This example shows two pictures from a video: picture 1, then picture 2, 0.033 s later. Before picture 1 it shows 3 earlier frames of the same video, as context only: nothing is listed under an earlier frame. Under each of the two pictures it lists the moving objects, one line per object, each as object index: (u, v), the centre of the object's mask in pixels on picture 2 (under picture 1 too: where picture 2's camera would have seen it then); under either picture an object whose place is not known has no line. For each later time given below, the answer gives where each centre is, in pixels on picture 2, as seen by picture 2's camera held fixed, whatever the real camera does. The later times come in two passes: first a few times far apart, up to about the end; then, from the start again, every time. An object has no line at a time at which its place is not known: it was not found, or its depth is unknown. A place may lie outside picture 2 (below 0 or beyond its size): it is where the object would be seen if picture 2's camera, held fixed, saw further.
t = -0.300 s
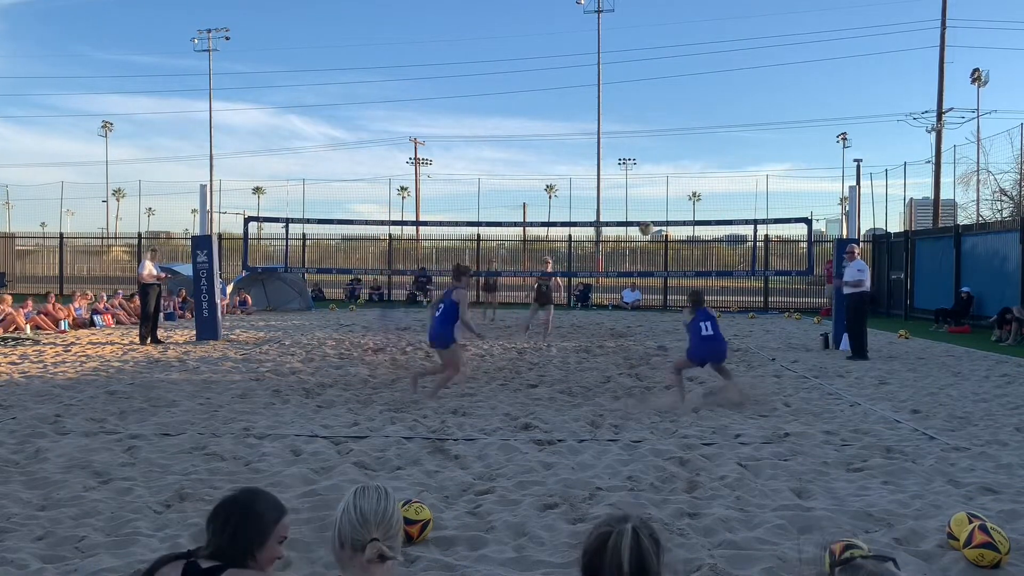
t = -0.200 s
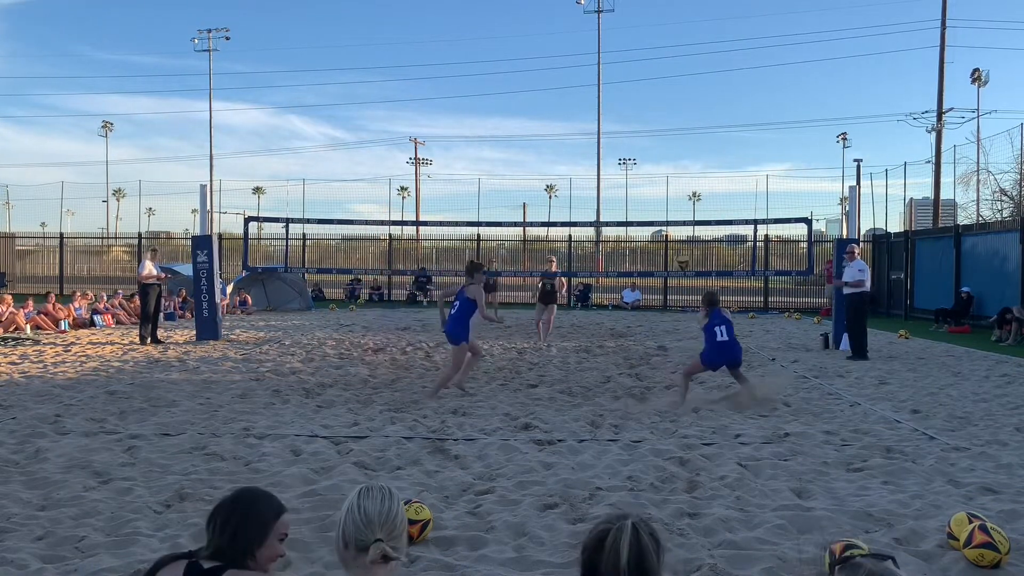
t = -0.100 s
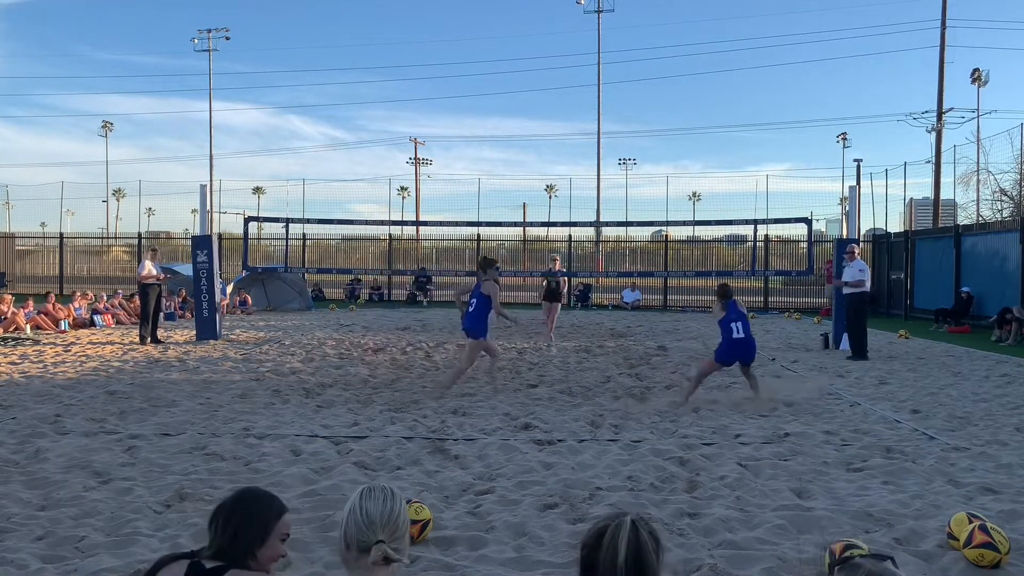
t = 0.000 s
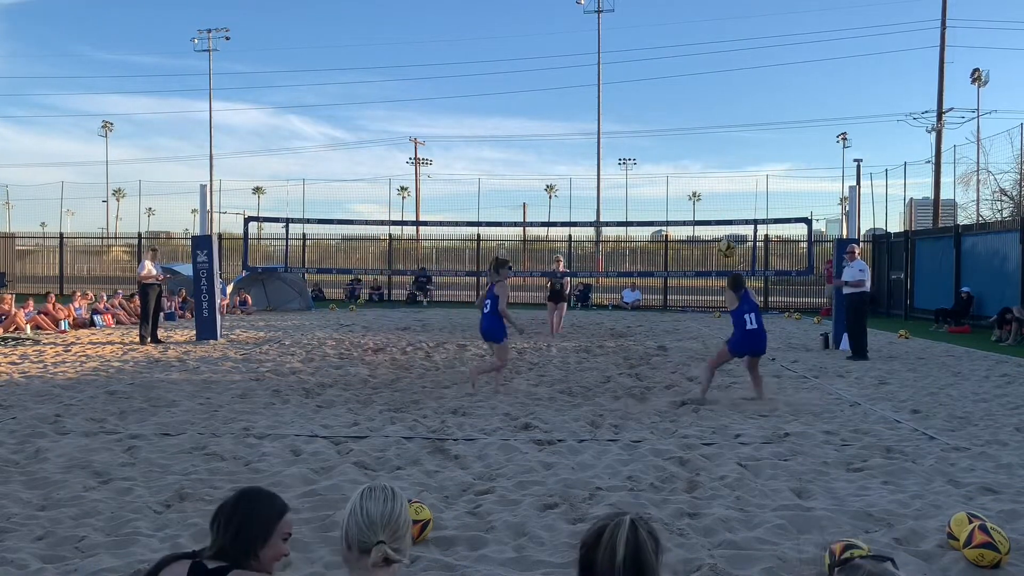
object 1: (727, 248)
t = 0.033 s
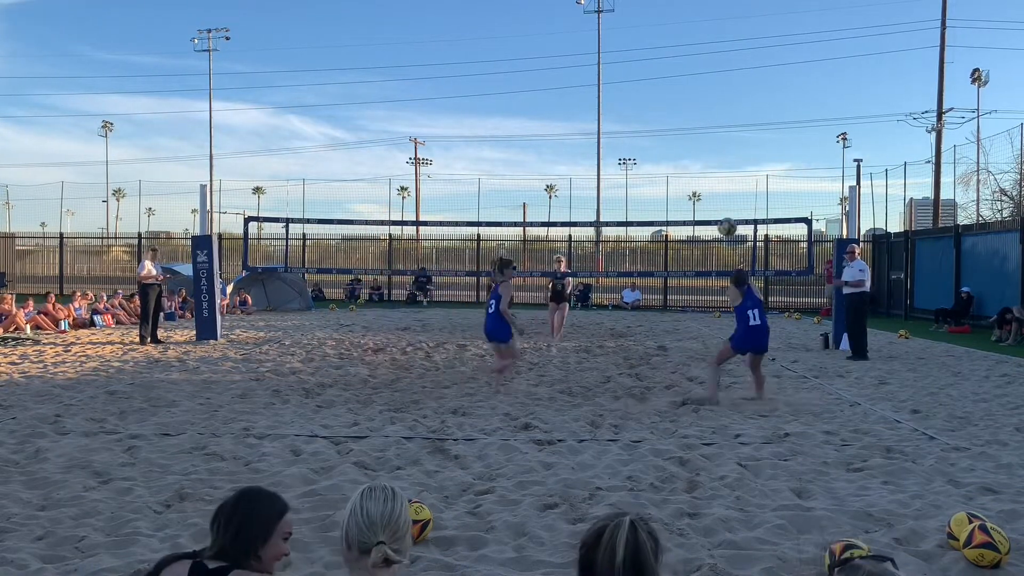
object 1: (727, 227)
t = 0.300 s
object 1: (726, 97)
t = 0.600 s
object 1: (723, 30)
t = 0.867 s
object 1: (720, 33)
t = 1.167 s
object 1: (716, 98)
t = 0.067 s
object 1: (727, 207)
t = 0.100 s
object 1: (727, 187)
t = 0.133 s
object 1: (727, 169)
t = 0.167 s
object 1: (727, 152)
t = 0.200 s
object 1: (727, 137)
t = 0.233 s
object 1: (727, 122)
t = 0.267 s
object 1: (726, 109)
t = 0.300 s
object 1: (726, 97)
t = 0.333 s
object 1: (726, 85)
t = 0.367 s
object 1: (725, 75)
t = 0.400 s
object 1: (725, 66)
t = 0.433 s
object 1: (725, 57)
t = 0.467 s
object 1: (725, 50)
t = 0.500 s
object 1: (724, 44)
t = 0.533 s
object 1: (724, 38)
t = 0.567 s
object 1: (724, 34)
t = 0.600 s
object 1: (723, 30)
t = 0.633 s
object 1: (723, 27)
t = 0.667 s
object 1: (723, 26)
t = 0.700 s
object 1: (722, 25)
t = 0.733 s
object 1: (722, 25)
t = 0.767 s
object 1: (722, 26)
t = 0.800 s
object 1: (721, 27)
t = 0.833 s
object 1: (721, 30)
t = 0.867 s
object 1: (720, 33)
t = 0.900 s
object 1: (720, 37)
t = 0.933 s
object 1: (719, 42)
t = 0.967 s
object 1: (719, 48)
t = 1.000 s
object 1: (718, 55)
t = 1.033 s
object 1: (718, 62)
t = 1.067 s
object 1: (718, 70)
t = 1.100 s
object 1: (717, 79)
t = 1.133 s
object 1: (717, 88)
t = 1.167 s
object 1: (716, 98)
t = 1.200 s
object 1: (716, 110)
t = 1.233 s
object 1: (715, 121)
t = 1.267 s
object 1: (714, 133)
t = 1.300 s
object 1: (714, 146)
